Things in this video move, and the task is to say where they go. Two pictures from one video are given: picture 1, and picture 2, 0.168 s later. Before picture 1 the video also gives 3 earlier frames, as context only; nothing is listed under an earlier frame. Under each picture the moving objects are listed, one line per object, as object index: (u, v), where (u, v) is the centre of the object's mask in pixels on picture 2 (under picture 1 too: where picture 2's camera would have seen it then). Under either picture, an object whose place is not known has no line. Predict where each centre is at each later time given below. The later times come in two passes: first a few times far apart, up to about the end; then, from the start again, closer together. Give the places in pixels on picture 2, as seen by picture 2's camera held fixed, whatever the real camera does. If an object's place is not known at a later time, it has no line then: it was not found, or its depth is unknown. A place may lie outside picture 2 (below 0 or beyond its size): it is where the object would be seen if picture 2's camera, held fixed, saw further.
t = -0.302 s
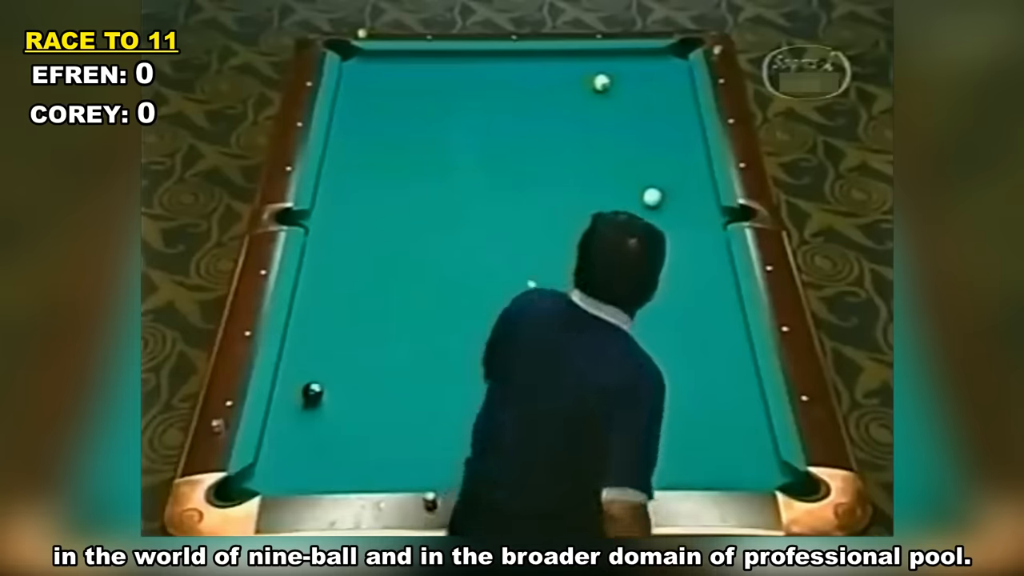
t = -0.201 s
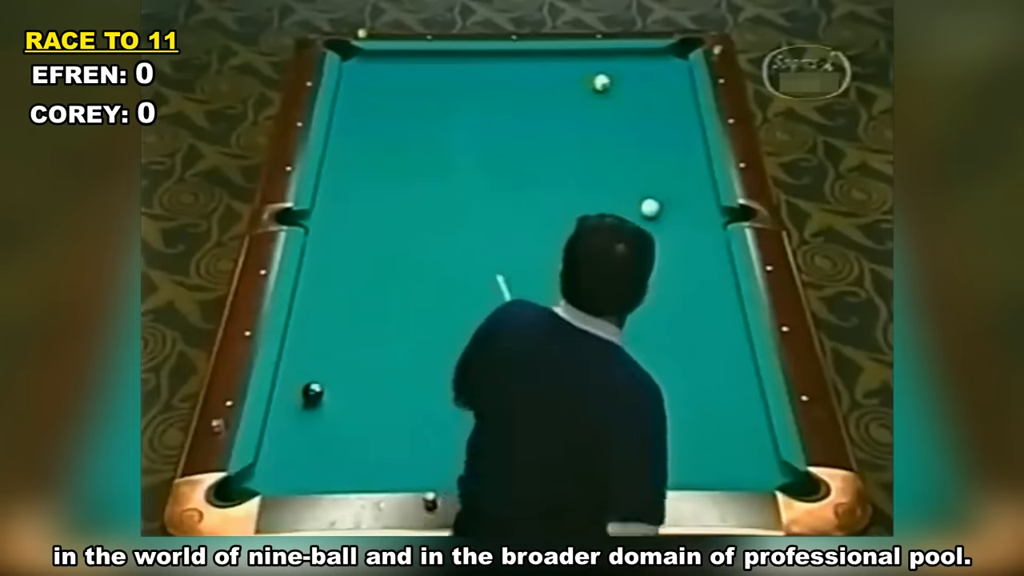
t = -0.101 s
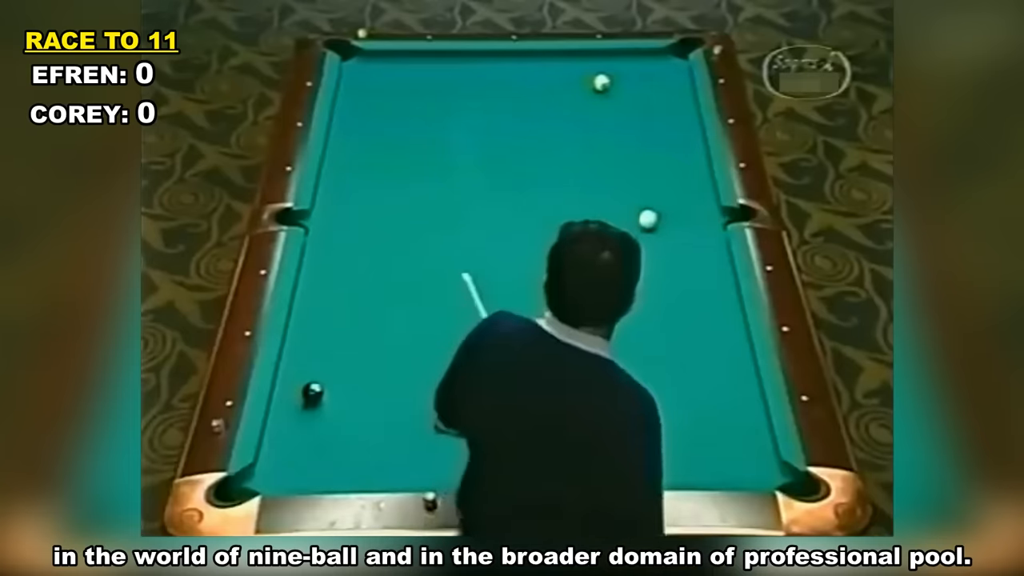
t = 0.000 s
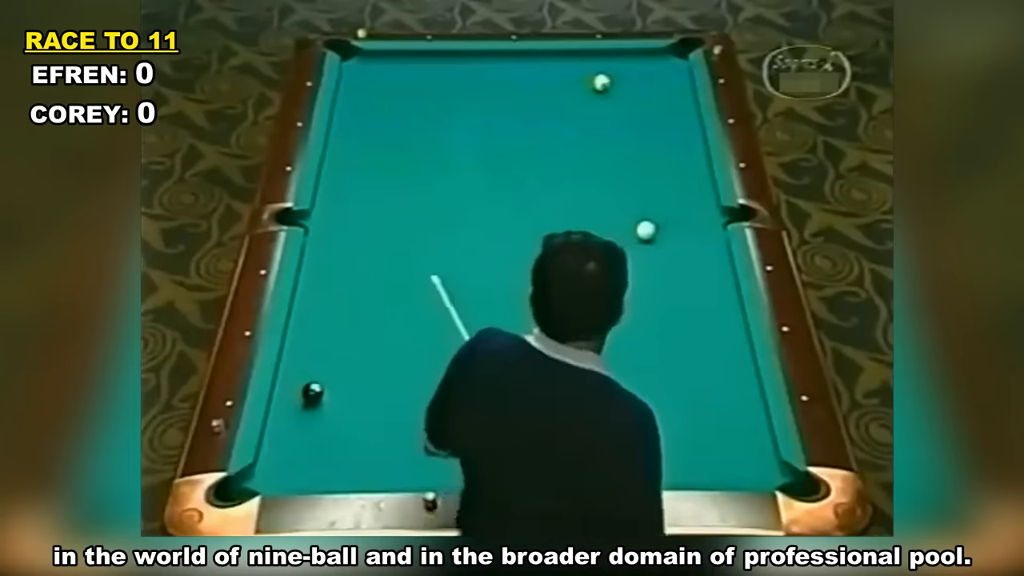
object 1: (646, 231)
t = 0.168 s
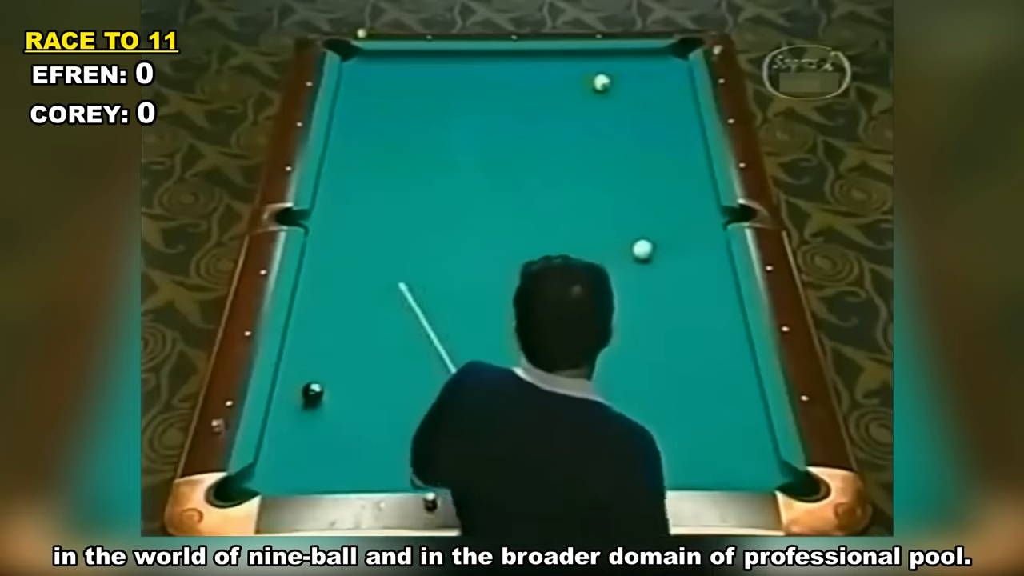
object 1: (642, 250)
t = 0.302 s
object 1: (639, 266)
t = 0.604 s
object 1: (633, 301)
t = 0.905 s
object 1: (626, 337)
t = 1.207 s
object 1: (618, 374)
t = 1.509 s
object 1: (611, 412)
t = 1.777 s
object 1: (604, 446)
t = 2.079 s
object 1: (596, 468)
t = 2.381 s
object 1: (590, 449)
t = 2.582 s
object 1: (587, 440)
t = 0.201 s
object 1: (642, 254)
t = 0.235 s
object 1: (641, 258)
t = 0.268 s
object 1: (640, 262)
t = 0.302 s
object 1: (639, 266)
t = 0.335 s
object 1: (639, 269)
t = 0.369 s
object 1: (638, 274)
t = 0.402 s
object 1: (637, 277)
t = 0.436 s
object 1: (636, 281)
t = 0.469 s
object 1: (636, 285)
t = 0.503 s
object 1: (635, 289)
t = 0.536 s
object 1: (634, 293)
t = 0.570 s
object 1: (633, 297)
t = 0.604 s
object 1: (633, 301)
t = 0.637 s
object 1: (632, 305)
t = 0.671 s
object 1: (631, 309)
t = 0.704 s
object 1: (630, 313)
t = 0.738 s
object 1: (630, 317)
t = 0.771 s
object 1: (628, 321)
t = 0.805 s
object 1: (628, 325)
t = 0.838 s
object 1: (627, 329)
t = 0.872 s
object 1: (626, 333)
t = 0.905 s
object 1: (626, 337)
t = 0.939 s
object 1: (625, 341)
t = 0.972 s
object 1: (624, 345)
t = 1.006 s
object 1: (623, 350)
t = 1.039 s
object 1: (622, 354)
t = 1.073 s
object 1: (622, 358)
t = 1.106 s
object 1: (621, 362)
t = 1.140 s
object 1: (620, 366)
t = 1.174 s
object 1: (619, 371)
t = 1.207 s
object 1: (618, 374)
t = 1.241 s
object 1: (617, 379)
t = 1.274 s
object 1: (617, 383)
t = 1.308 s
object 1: (616, 387)
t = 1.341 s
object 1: (615, 391)
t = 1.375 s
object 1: (614, 395)
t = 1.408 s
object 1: (613, 399)
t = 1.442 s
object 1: (613, 404)
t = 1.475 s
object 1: (612, 408)
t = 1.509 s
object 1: (611, 412)
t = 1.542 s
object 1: (611, 417)
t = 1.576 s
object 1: (609, 420)
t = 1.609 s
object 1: (609, 425)
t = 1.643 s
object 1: (608, 429)
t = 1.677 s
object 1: (607, 433)
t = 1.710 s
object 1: (606, 438)
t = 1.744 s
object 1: (605, 442)
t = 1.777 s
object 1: (604, 446)
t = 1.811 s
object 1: (604, 450)
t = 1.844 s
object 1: (603, 455)
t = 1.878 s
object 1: (602, 459)
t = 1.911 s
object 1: (601, 463)
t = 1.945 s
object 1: (601, 467)
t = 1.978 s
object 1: (599, 469)
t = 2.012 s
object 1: (599, 471)
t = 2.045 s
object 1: (597, 470)
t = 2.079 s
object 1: (596, 468)
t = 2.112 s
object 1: (596, 467)
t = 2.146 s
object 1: (595, 465)
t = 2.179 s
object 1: (594, 464)
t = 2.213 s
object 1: (593, 461)
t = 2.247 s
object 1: (592, 458)
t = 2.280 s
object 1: (592, 456)
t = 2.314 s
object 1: (591, 454)
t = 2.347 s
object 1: (590, 452)
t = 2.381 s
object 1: (590, 449)
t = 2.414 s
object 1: (589, 447)
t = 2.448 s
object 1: (588, 446)
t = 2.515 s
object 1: (588, 444)
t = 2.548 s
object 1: (587, 441)
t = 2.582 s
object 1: (587, 440)
